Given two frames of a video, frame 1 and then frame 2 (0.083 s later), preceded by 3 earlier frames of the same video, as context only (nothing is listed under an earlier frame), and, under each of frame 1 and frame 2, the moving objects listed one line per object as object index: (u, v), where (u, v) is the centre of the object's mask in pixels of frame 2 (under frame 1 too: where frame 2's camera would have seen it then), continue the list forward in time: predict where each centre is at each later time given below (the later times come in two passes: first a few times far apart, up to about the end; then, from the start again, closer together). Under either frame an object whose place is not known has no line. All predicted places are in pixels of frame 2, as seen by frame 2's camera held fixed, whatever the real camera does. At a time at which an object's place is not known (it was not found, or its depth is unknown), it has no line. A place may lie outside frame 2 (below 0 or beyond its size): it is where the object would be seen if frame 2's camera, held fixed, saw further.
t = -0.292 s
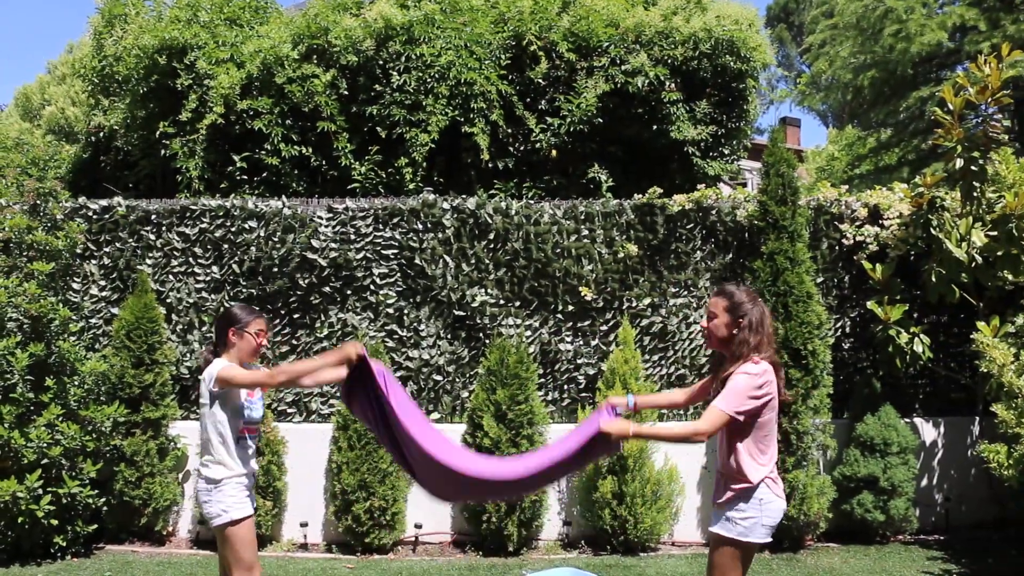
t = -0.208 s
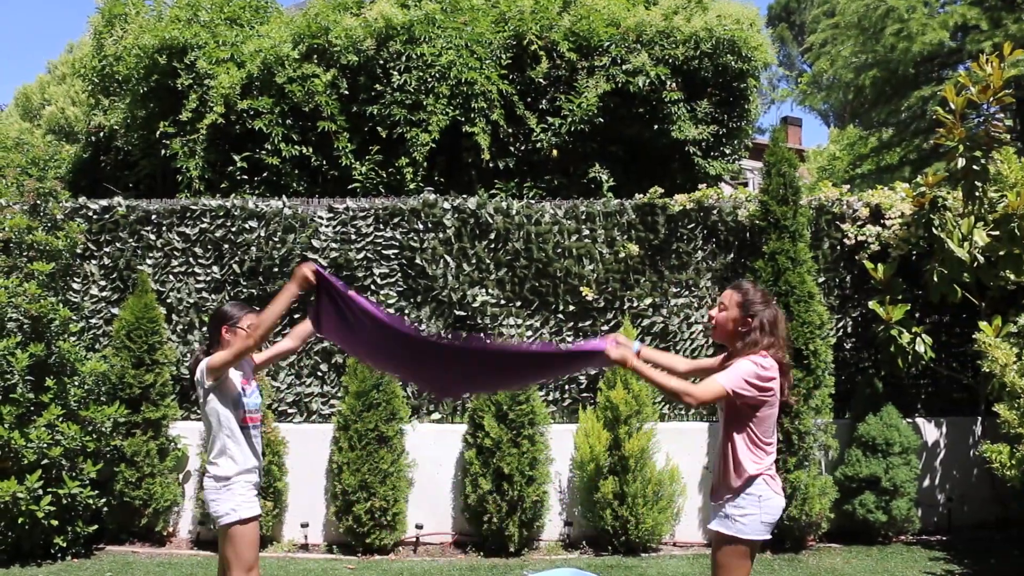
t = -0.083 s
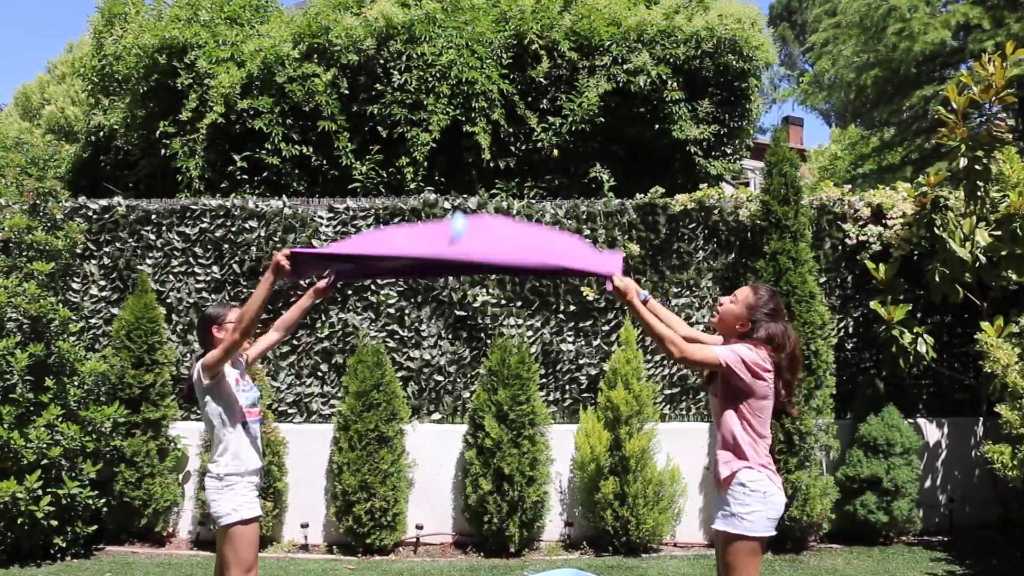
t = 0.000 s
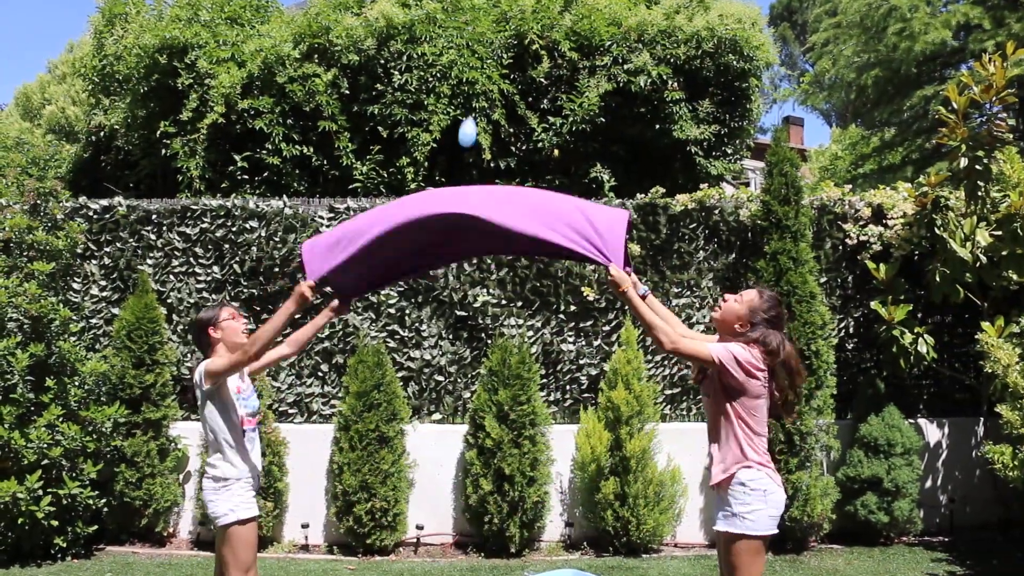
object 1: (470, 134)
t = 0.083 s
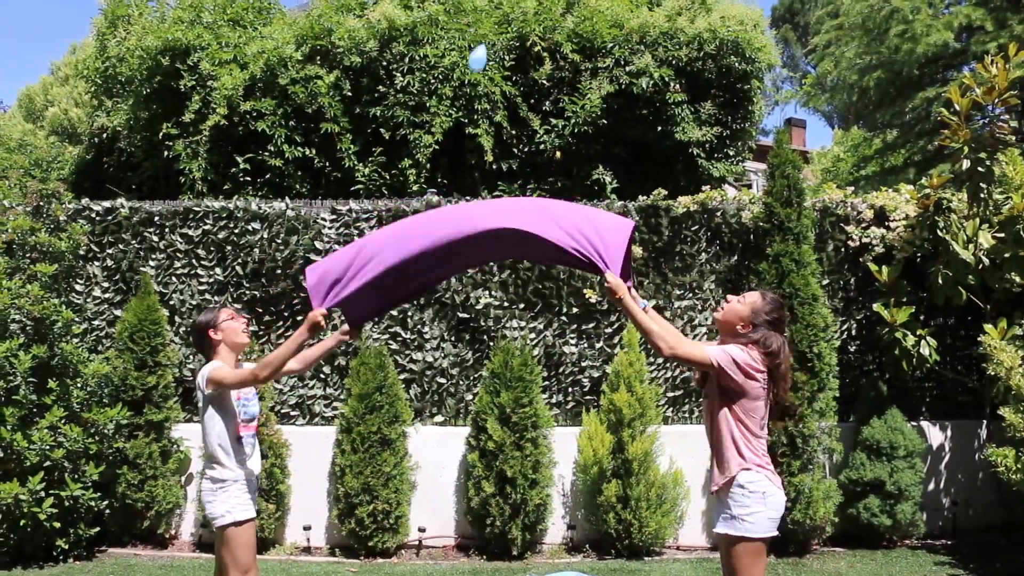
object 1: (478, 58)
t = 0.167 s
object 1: (486, 0)
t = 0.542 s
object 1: (525, -44)
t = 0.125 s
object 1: (483, 27)
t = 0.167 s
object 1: (486, 0)
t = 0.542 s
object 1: (525, -44)
